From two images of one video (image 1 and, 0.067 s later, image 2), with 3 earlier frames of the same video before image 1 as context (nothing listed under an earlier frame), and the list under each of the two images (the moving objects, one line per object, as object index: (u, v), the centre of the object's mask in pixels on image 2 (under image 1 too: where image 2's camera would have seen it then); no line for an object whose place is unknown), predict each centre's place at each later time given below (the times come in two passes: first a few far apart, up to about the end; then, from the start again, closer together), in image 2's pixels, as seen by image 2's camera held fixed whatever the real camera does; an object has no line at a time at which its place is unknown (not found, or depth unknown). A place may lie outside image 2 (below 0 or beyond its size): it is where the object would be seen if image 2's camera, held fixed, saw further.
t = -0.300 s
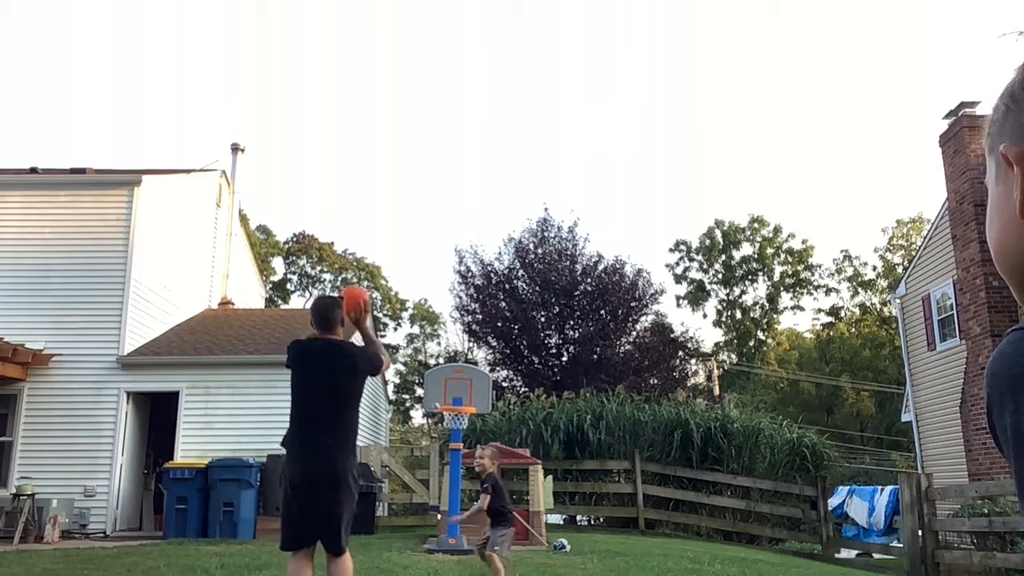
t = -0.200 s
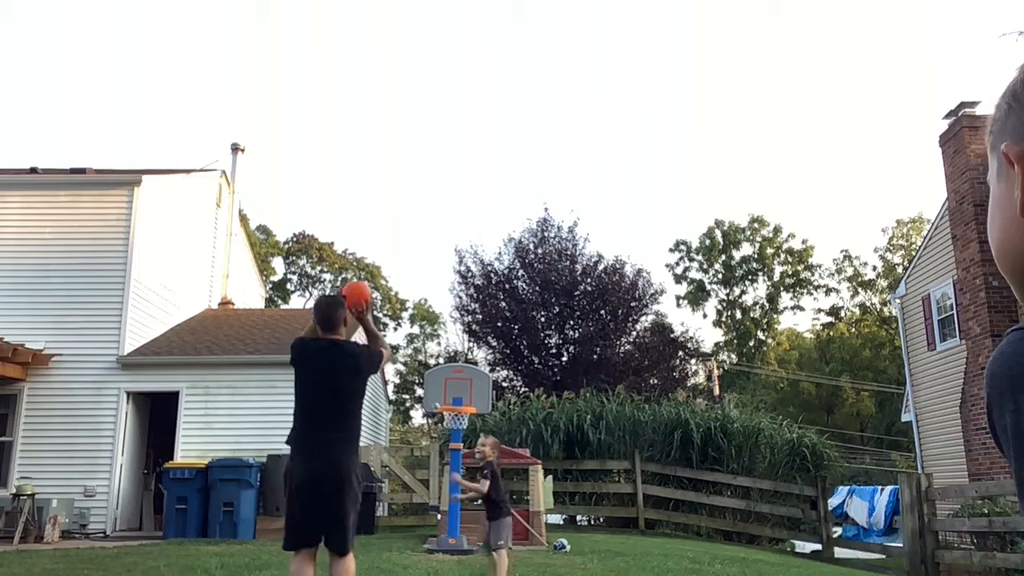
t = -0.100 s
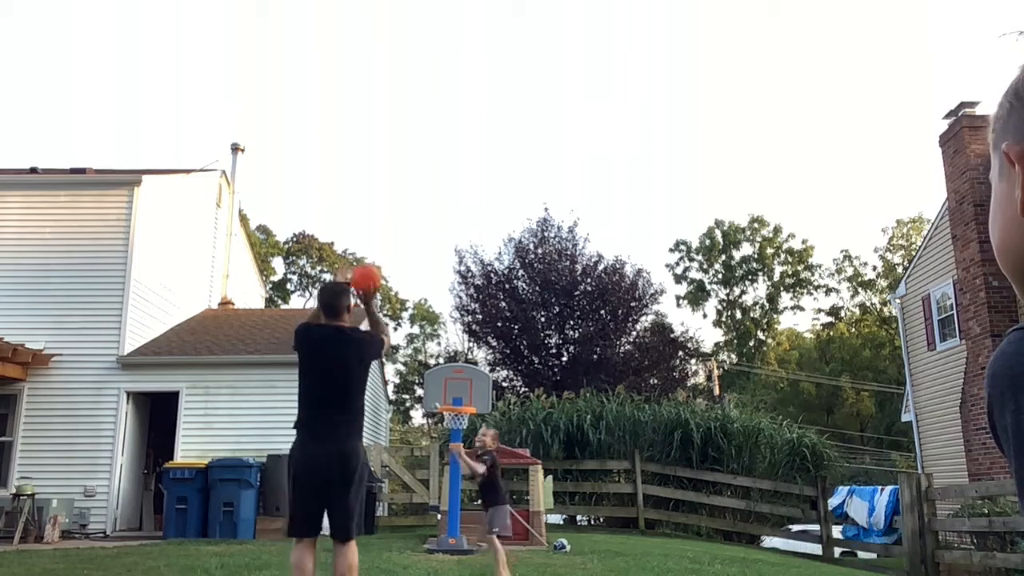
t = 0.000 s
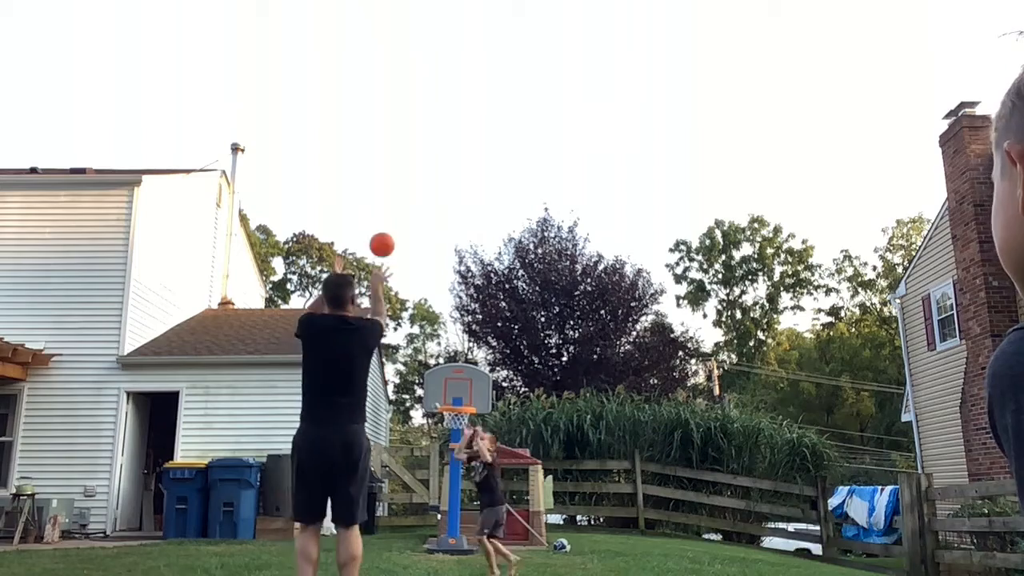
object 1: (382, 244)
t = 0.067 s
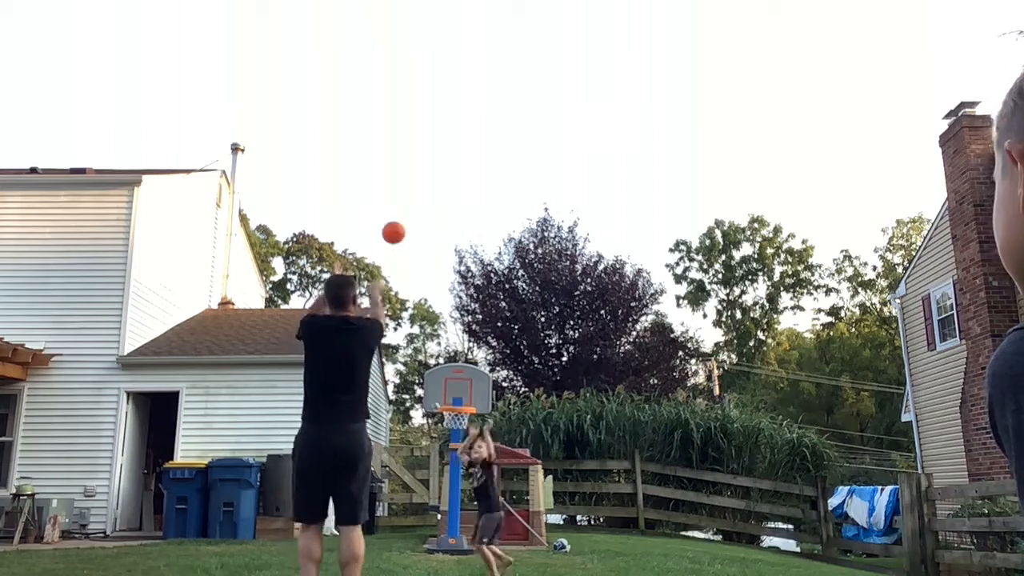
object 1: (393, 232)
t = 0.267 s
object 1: (416, 236)
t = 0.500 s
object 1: (433, 290)
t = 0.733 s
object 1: (445, 372)
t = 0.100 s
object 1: (398, 229)
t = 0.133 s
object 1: (402, 228)
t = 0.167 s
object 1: (406, 228)
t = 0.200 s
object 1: (410, 229)
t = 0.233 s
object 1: (413, 232)
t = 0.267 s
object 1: (416, 236)
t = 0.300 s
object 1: (419, 242)
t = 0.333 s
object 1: (421, 248)
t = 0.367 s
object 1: (424, 255)
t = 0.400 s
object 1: (426, 263)
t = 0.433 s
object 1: (429, 271)
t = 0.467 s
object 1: (431, 280)
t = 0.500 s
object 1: (433, 290)
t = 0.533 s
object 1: (434, 300)
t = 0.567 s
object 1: (436, 312)
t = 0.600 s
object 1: (438, 322)
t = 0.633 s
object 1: (440, 333)
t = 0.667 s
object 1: (441, 346)
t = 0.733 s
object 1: (445, 372)
